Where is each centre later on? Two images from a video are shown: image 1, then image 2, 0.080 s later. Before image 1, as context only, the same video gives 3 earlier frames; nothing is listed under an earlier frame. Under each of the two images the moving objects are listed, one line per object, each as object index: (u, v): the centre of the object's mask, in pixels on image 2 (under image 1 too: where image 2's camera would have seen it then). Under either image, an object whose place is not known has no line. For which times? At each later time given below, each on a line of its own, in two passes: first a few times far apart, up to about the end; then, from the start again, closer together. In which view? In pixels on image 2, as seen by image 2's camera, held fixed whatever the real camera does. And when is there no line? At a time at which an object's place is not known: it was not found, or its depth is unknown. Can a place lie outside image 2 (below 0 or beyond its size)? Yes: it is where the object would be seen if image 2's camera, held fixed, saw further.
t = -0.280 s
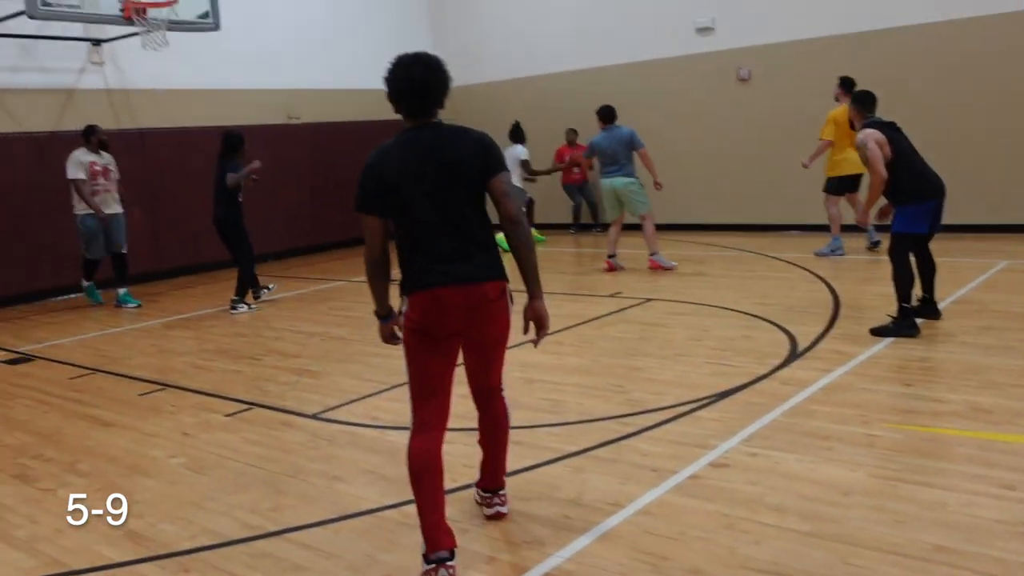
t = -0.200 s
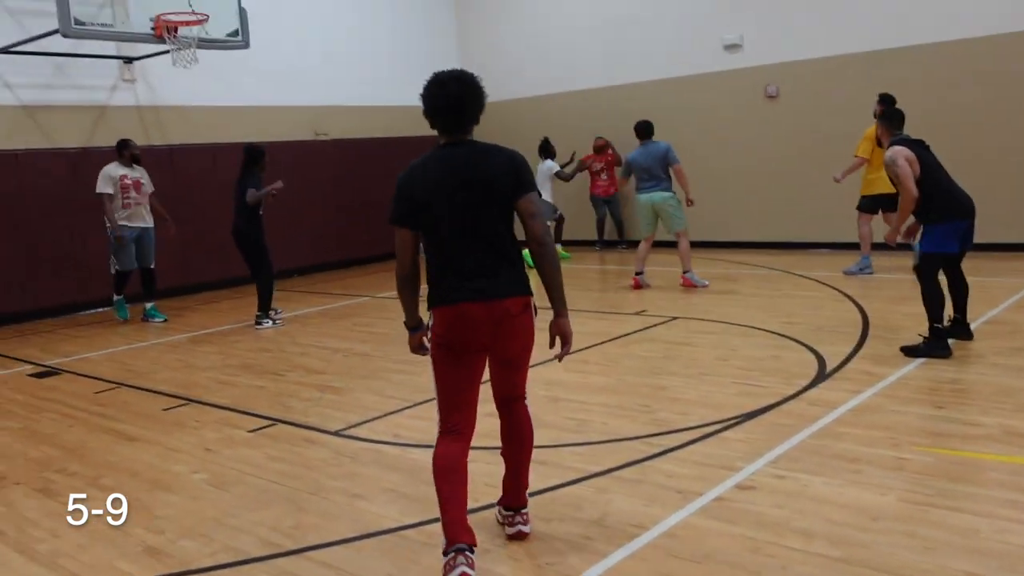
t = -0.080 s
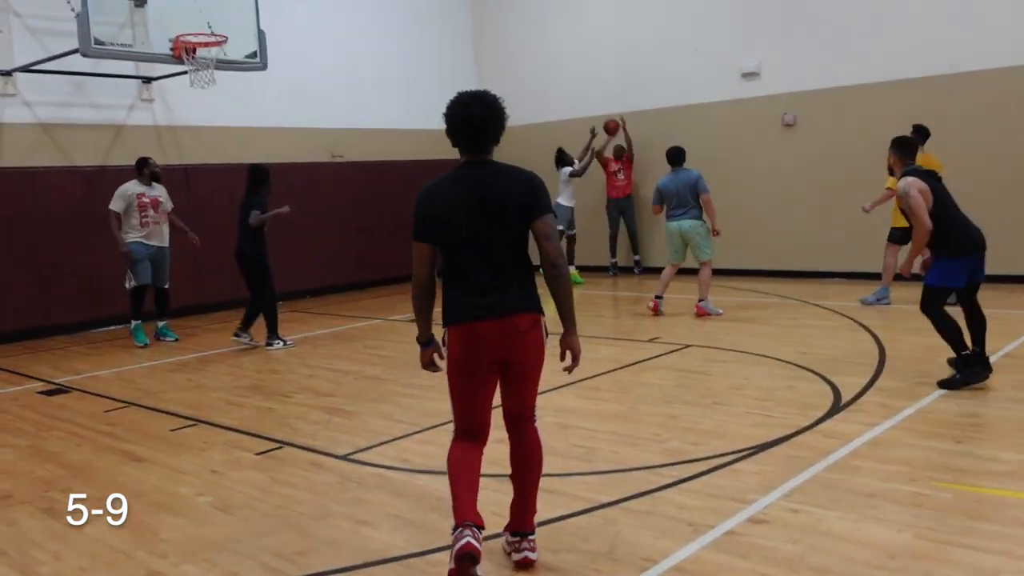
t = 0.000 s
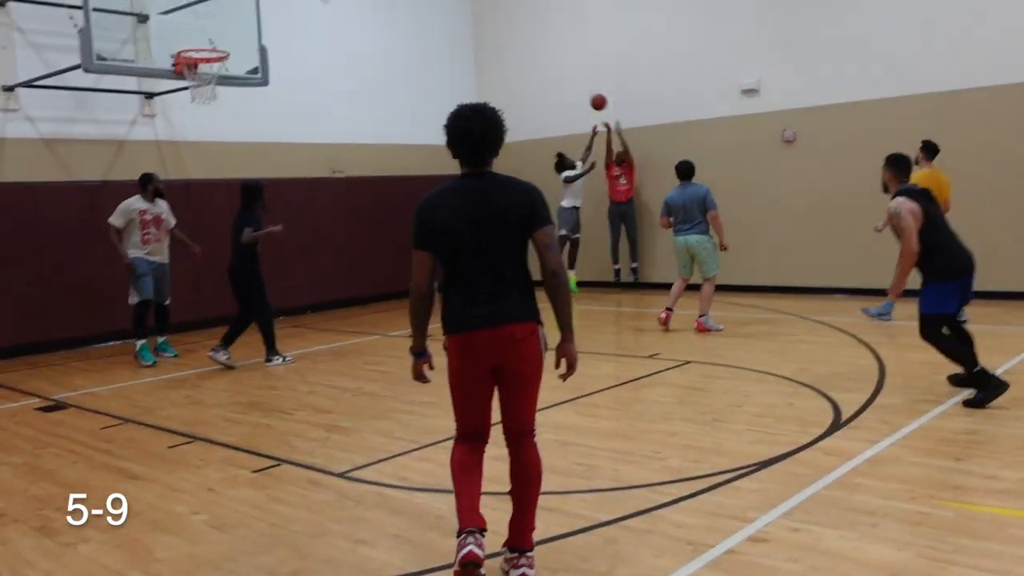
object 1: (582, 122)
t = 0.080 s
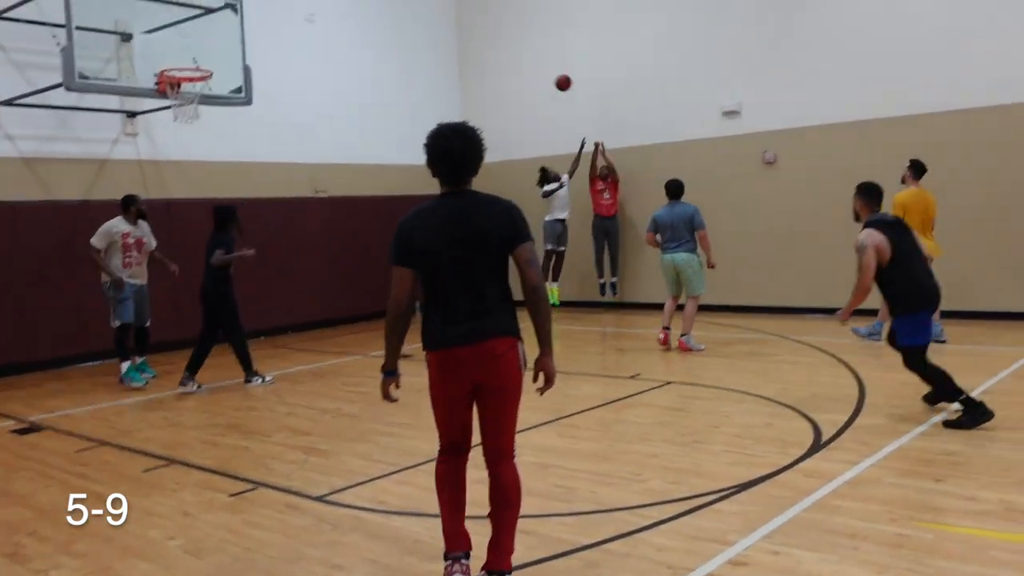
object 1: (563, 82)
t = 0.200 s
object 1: (534, 28)
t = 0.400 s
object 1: (483, -46)
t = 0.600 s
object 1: (431, -94)
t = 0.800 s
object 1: (376, -113)
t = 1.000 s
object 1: (318, -97)
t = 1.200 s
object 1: (254, -42)
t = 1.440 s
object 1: (184, 57)
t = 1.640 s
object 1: (209, 1)
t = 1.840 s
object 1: (238, -17)
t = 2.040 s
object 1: (269, 5)
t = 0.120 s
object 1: (553, 64)
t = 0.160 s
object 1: (543, 45)
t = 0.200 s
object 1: (534, 28)
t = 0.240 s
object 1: (524, 11)
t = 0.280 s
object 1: (514, -5)
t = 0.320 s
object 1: (504, -19)
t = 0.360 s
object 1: (494, -32)
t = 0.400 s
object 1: (483, -46)
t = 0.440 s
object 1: (470, -57)
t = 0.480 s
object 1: (462, -67)
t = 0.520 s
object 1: (451, -77)
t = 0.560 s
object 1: (441, -86)
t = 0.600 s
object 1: (431, -94)
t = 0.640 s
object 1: (422, -100)
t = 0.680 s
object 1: (412, -105)
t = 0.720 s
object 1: (400, -108)
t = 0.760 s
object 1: (389, -111)
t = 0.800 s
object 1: (376, -113)
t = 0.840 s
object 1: (366, -113)
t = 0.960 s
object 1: (331, -103)
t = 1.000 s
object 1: (318, -97)
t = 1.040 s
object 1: (306, -90)
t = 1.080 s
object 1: (293, -80)
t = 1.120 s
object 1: (280, -69)
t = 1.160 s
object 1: (267, -57)
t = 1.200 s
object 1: (254, -42)
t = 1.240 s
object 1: (241, -26)
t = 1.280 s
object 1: (228, -8)
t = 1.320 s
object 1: (215, 12)
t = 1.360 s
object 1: (202, 33)
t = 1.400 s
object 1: (189, 57)
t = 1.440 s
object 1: (184, 57)
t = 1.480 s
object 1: (188, 44)
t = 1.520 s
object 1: (194, 31)
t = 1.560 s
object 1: (199, 19)
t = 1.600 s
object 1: (204, 9)
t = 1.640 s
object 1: (209, 1)
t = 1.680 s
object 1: (215, -6)
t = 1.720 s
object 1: (220, -11)
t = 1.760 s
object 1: (226, -15)
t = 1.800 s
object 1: (232, -17)
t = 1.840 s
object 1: (238, -17)
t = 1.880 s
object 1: (244, -16)
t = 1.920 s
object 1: (250, -13)
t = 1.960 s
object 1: (256, -9)
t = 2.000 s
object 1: (262, -2)
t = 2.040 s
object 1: (269, 5)
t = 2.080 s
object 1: (275, 15)
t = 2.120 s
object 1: (281, 26)
